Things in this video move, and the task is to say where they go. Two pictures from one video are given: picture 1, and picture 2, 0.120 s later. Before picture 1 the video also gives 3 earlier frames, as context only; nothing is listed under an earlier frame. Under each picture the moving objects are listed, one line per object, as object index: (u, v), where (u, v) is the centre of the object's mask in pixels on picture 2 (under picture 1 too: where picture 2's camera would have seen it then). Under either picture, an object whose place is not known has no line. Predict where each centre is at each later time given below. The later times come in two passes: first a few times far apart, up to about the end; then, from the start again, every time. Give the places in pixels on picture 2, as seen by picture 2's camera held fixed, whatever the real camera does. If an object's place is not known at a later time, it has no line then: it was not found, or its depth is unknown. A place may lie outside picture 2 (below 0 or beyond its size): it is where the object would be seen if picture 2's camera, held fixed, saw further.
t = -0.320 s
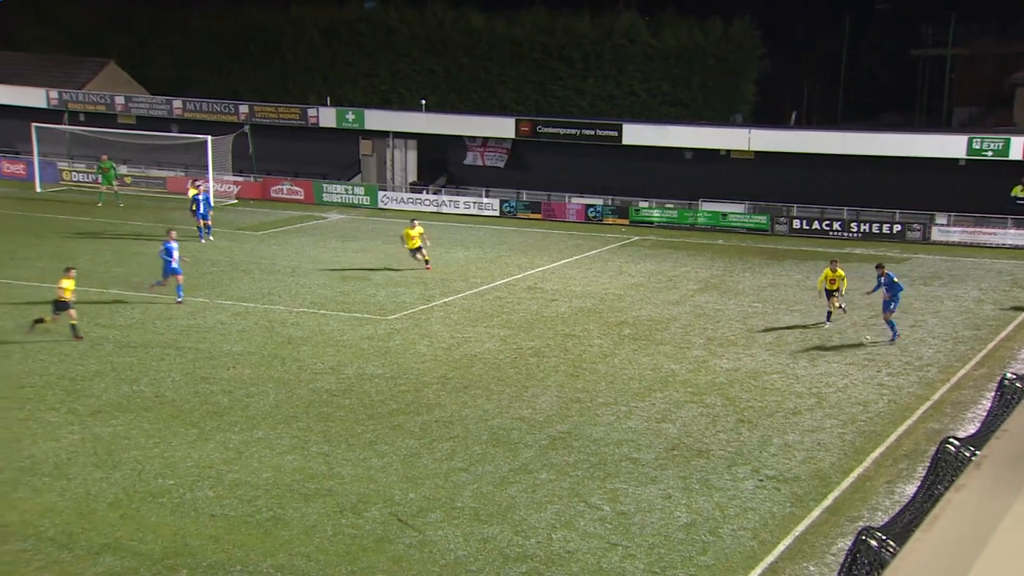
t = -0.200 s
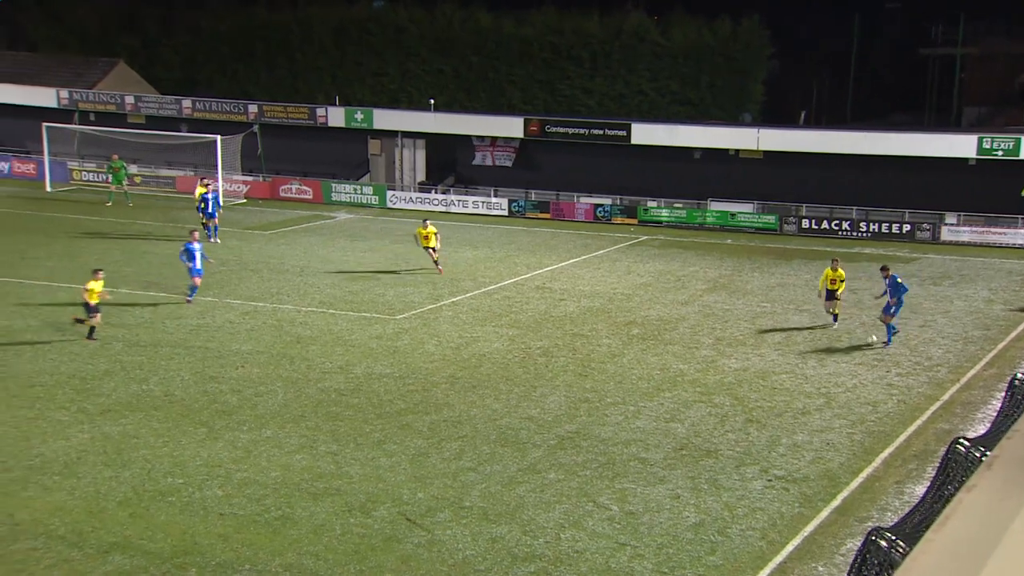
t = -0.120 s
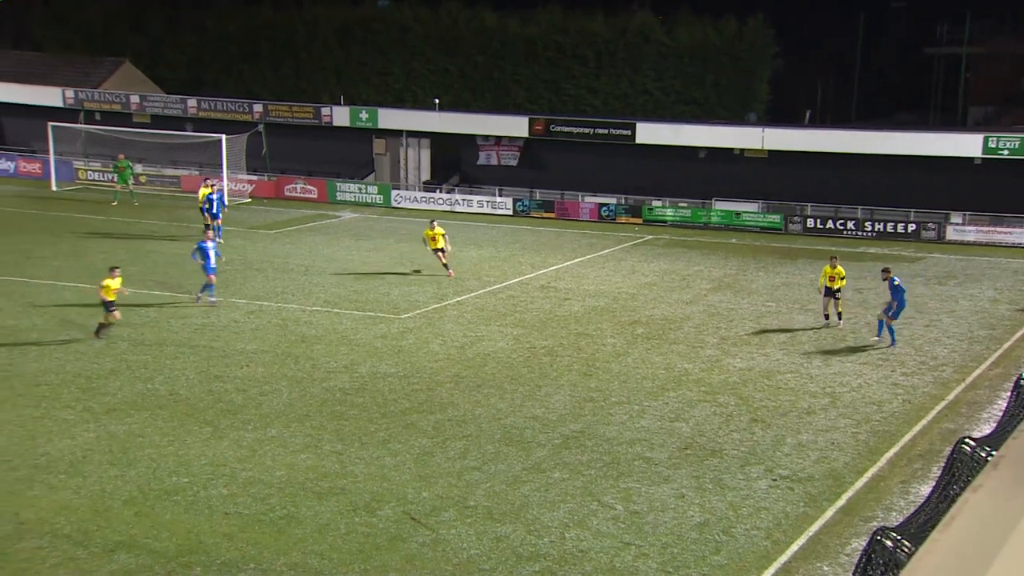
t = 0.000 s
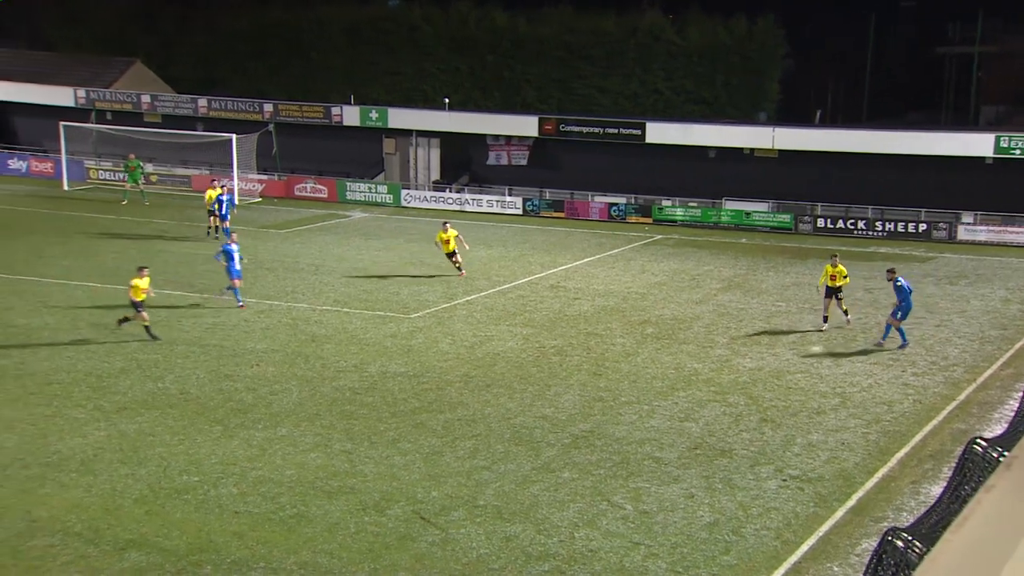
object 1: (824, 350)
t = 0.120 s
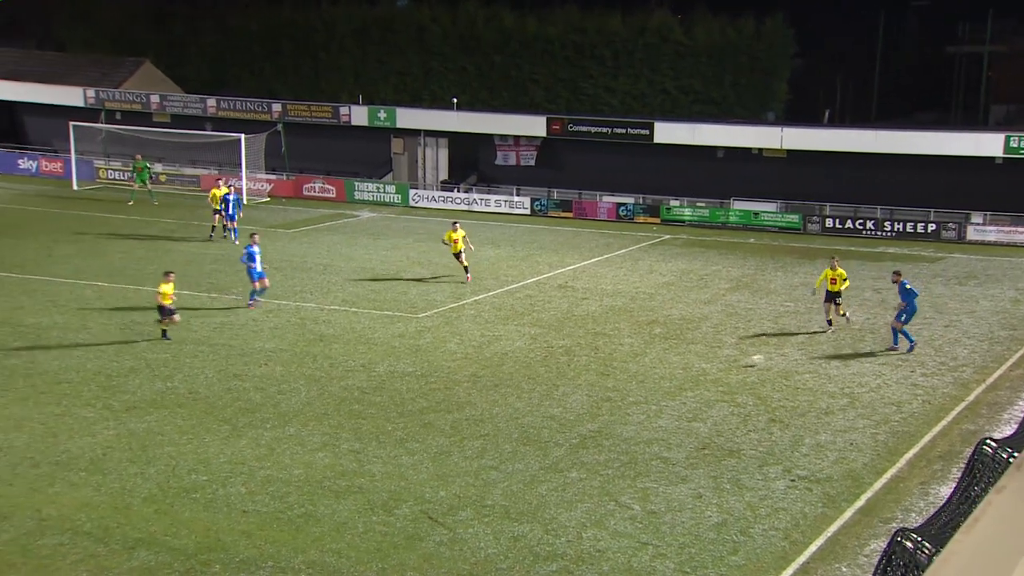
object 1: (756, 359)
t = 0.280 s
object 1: (670, 372)
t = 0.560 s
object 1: (531, 393)
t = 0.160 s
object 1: (735, 363)
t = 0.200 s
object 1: (711, 366)
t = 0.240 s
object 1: (690, 369)
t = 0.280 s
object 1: (670, 372)
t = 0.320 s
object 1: (650, 374)
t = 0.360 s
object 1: (629, 378)
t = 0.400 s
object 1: (608, 381)
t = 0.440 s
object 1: (589, 383)
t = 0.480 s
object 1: (569, 385)
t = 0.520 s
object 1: (549, 389)
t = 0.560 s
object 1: (531, 393)
